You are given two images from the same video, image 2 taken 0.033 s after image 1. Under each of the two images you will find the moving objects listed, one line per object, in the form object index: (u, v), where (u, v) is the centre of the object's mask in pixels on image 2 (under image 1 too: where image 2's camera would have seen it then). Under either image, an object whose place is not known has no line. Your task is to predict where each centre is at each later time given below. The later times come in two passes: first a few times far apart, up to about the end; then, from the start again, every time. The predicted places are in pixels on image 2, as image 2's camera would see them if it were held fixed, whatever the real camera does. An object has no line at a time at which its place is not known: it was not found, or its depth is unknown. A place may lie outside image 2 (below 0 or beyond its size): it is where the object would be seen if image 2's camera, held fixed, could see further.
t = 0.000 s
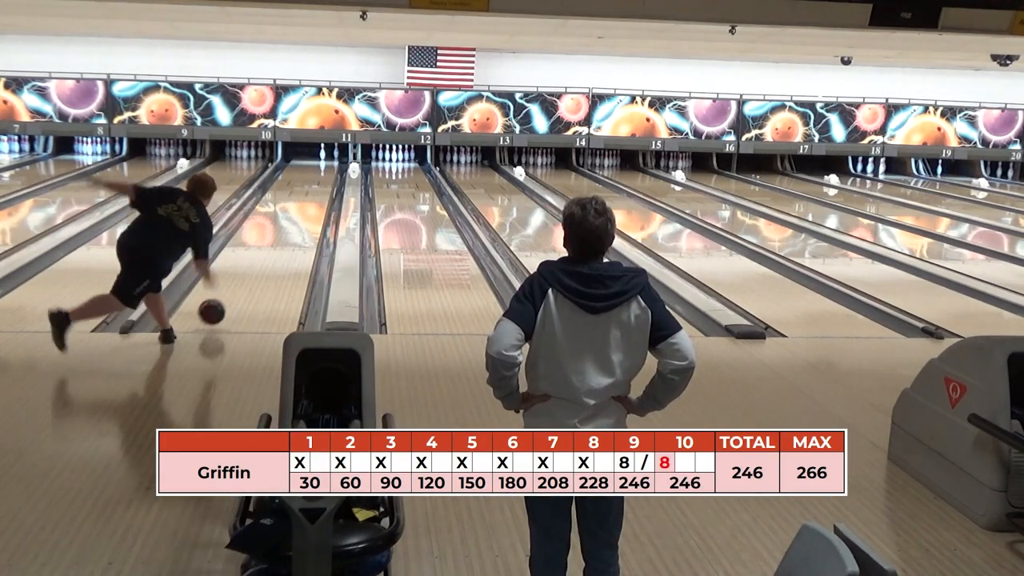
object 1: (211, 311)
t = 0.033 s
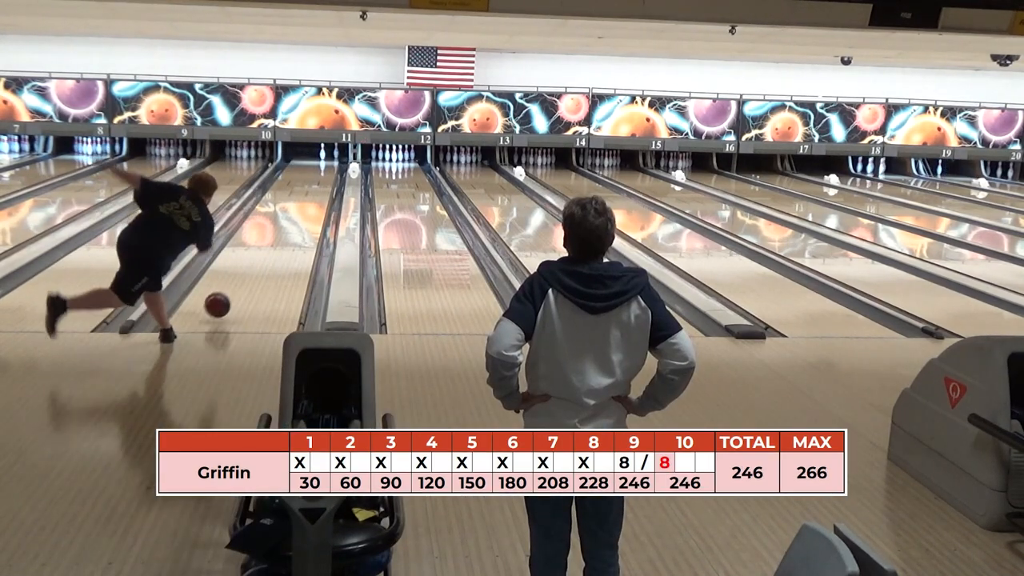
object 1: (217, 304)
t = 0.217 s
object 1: (243, 273)
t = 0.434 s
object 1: (265, 241)
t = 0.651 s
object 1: (282, 220)
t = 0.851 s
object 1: (294, 203)
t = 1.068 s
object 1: (304, 190)
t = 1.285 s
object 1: (312, 178)
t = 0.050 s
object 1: (220, 302)
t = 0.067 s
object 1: (222, 299)
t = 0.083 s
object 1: (225, 297)
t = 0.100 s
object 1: (228, 295)
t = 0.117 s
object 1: (230, 291)
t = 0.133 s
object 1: (232, 288)
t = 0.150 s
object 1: (235, 285)
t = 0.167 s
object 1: (237, 282)
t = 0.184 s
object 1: (239, 279)
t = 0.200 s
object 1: (241, 276)
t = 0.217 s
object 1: (243, 273)
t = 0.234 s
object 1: (245, 270)
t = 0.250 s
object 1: (247, 267)
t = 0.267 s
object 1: (249, 265)
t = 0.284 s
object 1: (251, 262)
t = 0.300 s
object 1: (252, 259)
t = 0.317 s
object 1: (254, 257)
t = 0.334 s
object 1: (256, 254)
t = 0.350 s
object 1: (258, 252)
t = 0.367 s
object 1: (259, 250)
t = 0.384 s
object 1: (261, 248)
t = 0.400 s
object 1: (262, 246)
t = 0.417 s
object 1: (264, 244)
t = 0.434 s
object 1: (265, 241)
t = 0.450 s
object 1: (267, 239)
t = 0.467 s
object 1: (268, 238)
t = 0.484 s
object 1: (270, 236)
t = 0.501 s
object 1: (271, 234)
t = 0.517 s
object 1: (272, 232)
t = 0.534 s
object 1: (274, 231)
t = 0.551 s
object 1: (275, 229)
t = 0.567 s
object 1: (276, 228)
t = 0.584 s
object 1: (277, 226)
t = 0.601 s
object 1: (278, 224)
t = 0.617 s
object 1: (279, 223)
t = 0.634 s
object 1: (281, 221)
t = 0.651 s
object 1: (282, 220)
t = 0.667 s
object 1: (283, 218)
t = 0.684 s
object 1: (284, 217)
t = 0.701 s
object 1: (285, 215)
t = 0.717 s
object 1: (286, 214)
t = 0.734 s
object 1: (287, 212)
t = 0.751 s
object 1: (288, 211)
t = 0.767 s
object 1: (289, 210)
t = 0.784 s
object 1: (290, 208)
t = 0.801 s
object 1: (291, 207)
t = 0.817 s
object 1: (292, 206)
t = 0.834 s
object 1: (293, 204)
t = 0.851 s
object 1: (294, 203)
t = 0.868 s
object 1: (295, 202)
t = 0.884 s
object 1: (295, 201)
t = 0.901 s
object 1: (296, 200)
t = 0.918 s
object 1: (297, 199)
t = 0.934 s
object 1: (298, 198)
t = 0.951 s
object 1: (299, 197)
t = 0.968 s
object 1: (299, 196)
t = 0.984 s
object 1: (300, 195)
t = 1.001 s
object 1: (301, 194)
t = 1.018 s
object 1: (302, 192)
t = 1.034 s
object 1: (303, 192)
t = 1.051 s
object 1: (303, 191)
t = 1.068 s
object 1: (304, 190)
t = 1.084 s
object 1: (305, 189)
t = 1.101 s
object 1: (305, 188)
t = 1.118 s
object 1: (306, 187)
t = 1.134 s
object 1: (307, 186)
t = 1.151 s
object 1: (307, 185)
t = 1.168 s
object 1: (308, 184)
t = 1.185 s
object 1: (308, 183)
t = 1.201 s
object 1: (309, 183)
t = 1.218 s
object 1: (310, 182)
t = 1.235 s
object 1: (310, 181)
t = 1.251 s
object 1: (311, 180)
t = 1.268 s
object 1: (311, 179)
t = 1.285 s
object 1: (312, 178)
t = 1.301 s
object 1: (312, 178)
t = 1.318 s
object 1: (313, 177)
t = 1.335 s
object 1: (314, 177)
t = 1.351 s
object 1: (314, 176)
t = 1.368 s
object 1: (315, 175)
